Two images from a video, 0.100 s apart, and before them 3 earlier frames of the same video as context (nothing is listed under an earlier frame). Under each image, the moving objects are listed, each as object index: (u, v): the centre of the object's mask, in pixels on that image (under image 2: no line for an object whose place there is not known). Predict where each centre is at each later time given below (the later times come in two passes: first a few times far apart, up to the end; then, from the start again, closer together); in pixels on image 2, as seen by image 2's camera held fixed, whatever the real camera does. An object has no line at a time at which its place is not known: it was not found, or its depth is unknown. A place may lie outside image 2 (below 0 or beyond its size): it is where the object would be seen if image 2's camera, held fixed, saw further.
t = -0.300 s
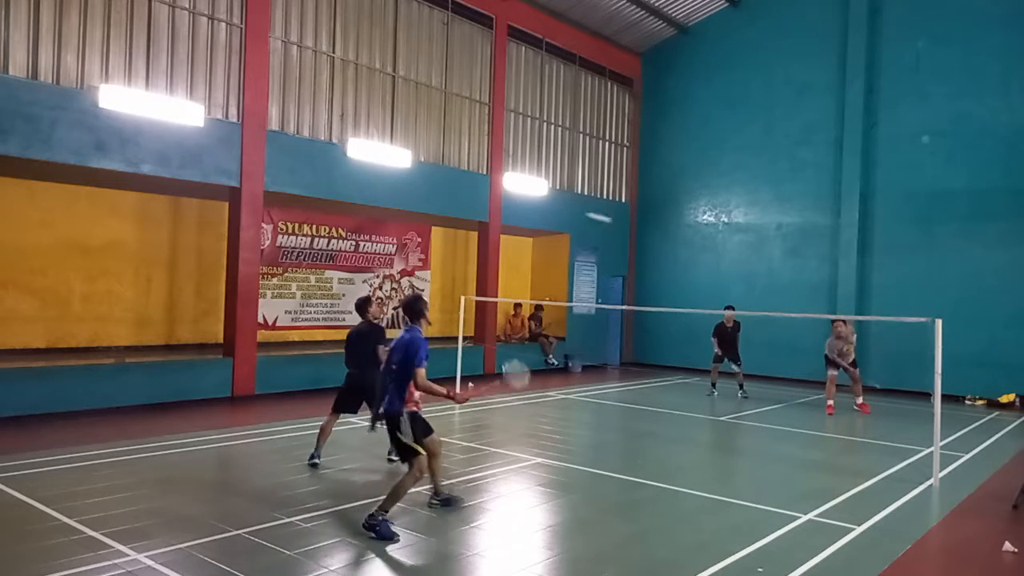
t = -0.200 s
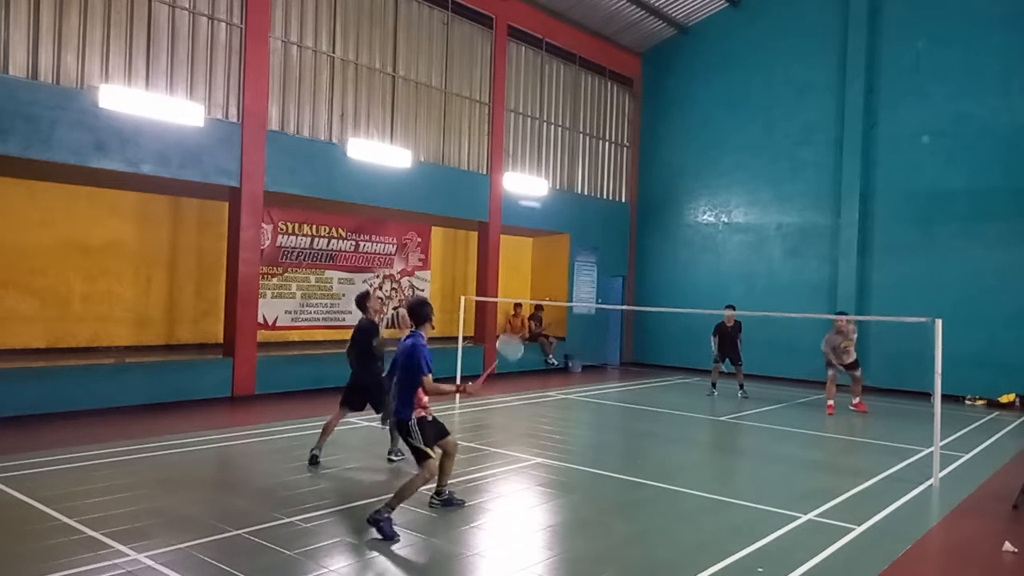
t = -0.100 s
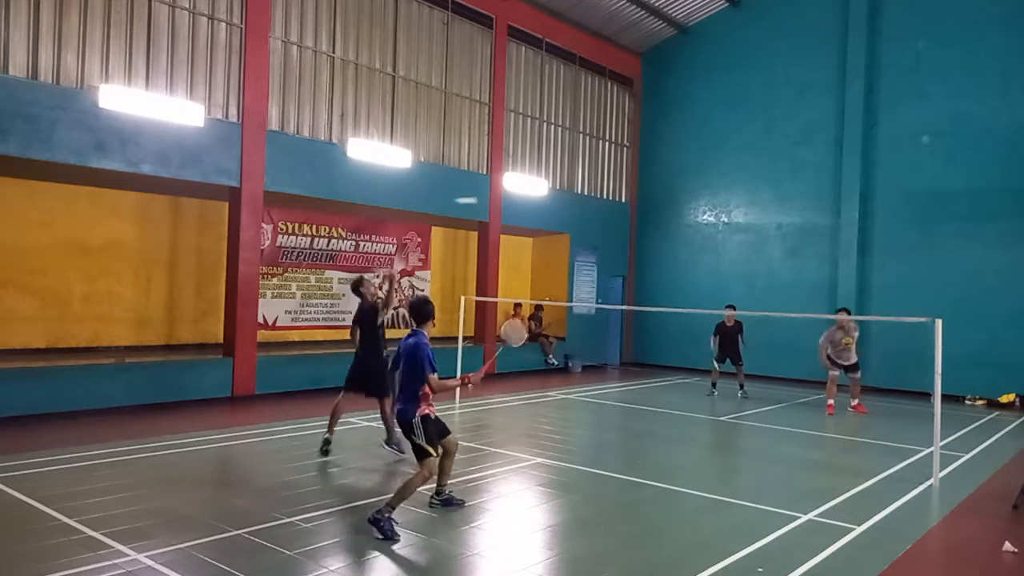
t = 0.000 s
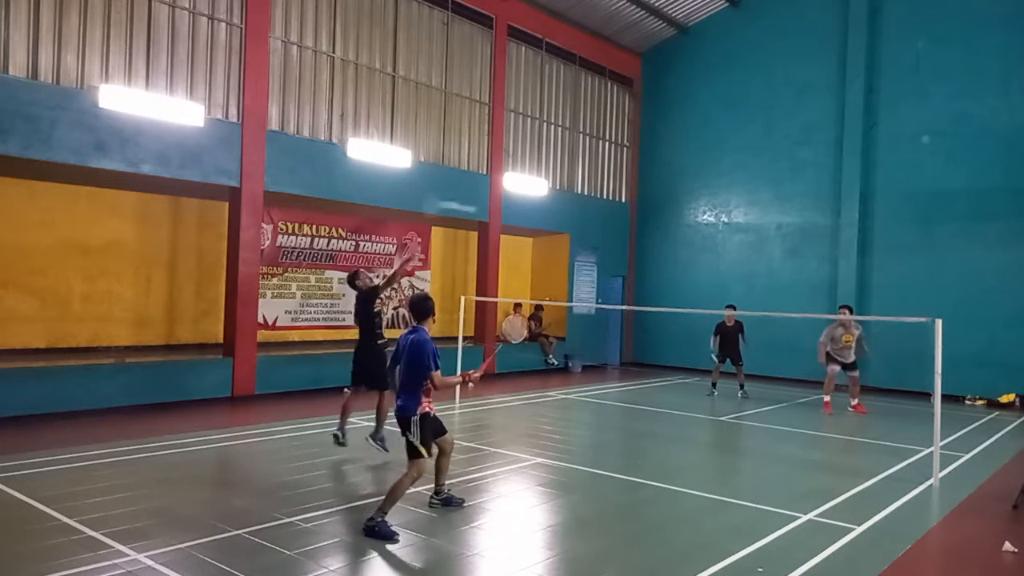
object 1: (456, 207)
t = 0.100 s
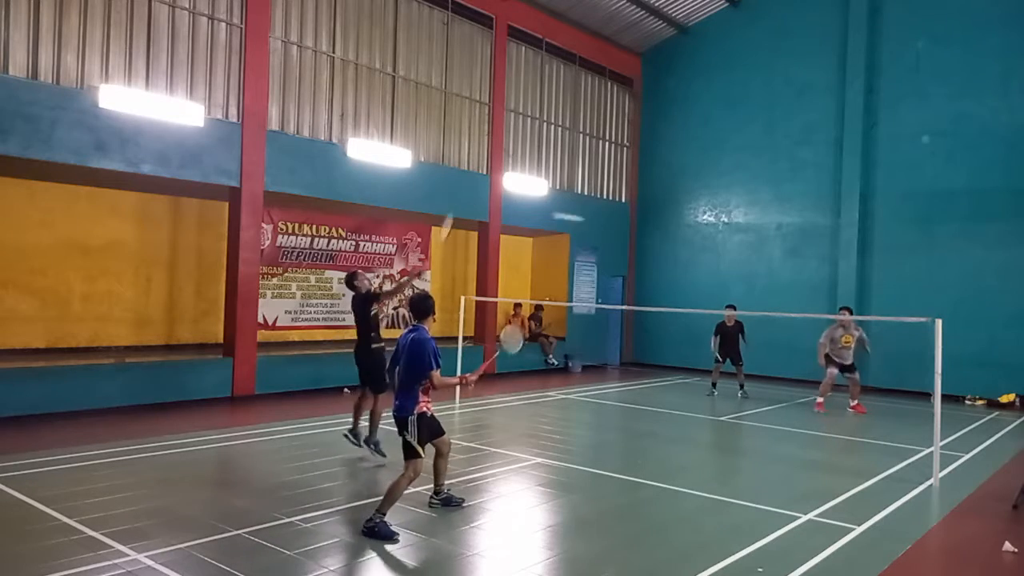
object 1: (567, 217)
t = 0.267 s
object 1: (684, 243)
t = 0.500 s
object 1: (784, 301)
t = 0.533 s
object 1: (793, 310)
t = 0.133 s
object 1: (596, 221)
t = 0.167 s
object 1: (621, 226)
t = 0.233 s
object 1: (664, 237)
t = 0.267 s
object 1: (684, 243)
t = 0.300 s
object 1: (701, 251)
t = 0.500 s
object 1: (784, 301)
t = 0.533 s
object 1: (793, 310)
